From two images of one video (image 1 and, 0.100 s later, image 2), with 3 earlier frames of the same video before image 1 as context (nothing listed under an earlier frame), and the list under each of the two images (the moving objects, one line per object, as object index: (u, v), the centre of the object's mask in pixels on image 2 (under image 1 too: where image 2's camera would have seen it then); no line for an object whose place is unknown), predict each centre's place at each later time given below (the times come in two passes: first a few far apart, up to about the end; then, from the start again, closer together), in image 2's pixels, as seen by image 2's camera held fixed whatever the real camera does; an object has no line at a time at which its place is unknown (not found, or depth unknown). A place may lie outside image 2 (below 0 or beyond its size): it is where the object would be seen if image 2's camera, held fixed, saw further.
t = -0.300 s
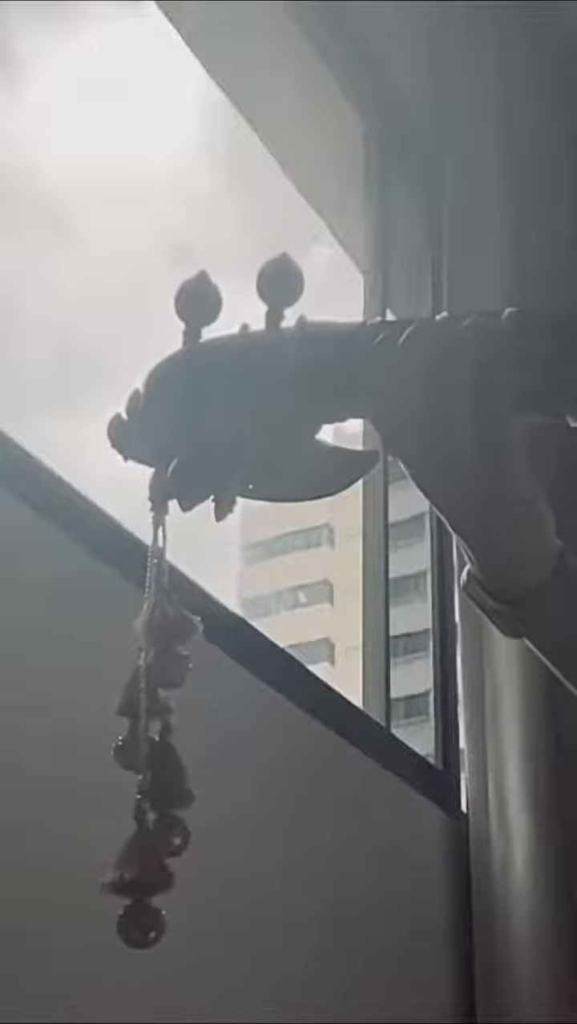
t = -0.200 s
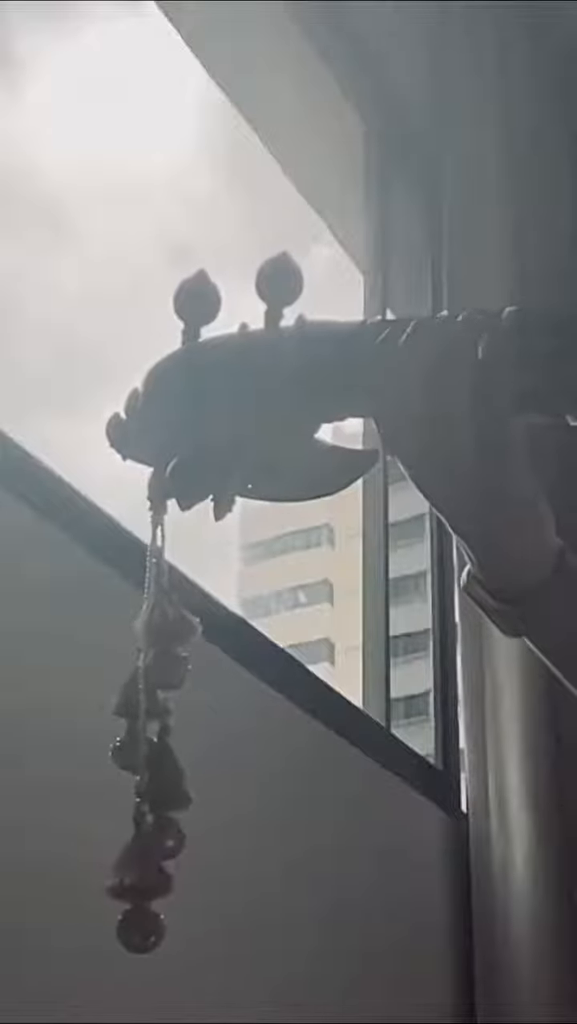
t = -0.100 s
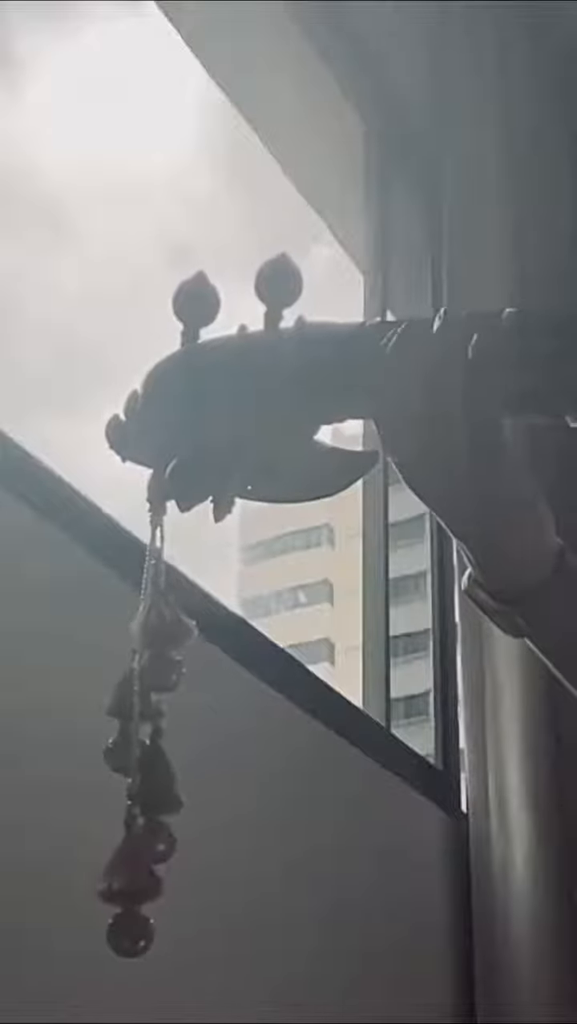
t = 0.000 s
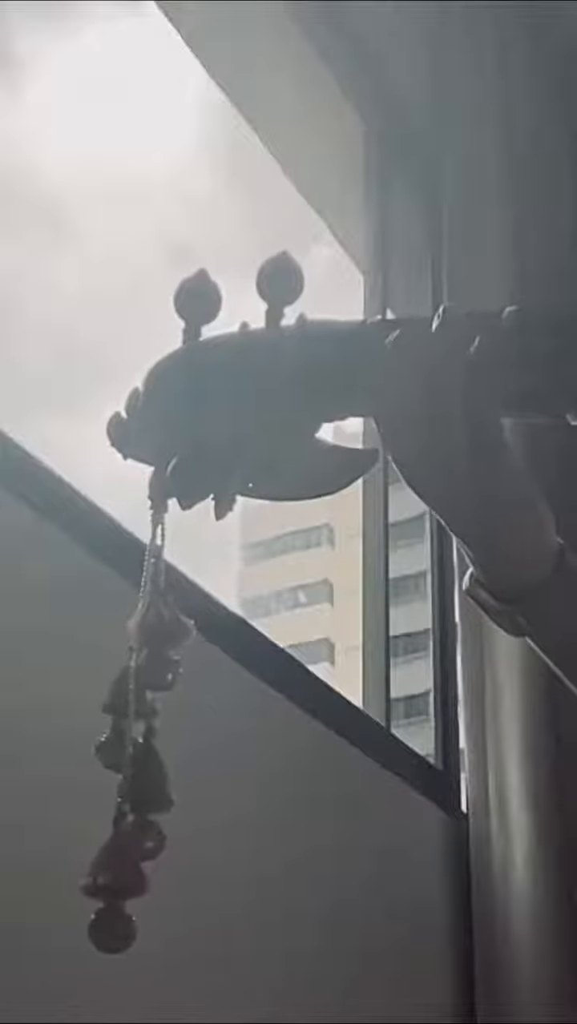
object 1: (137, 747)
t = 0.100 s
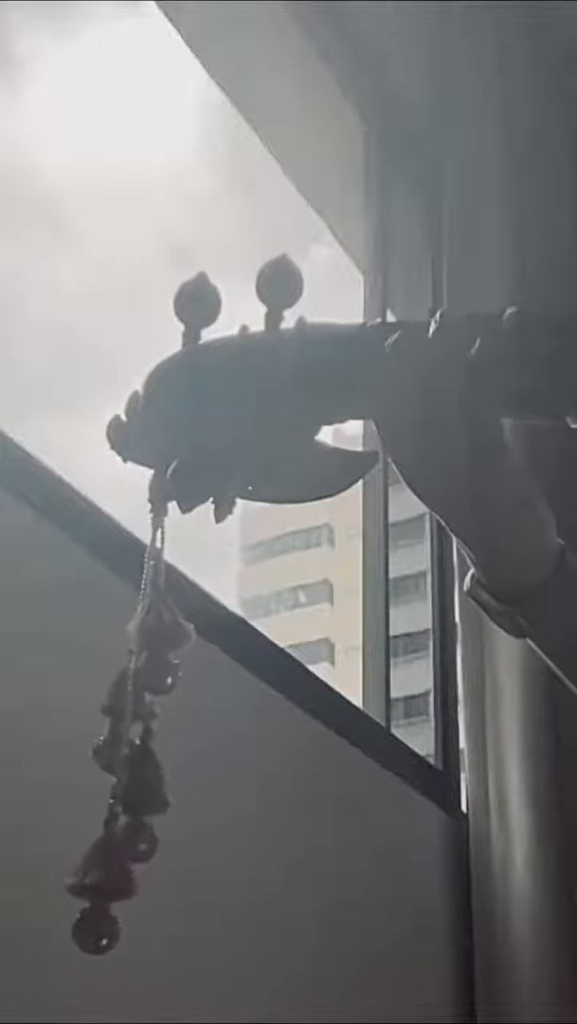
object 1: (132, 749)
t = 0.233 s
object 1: (131, 748)
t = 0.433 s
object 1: (145, 748)
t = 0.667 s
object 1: (155, 752)
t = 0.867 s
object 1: (148, 751)
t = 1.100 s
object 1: (137, 749)
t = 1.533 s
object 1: (151, 743)
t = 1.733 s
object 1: (147, 746)
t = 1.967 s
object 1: (136, 749)
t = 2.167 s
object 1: (140, 747)
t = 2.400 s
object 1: (151, 744)
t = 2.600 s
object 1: (144, 744)
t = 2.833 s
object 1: (134, 746)
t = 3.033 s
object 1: (142, 750)
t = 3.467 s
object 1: (156, 749)
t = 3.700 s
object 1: (132, 747)
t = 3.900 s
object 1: (135, 748)
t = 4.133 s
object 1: (157, 749)
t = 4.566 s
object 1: (137, 750)
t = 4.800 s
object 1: (137, 748)
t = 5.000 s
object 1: (152, 748)
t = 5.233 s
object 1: (154, 749)
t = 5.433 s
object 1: (139, 749)
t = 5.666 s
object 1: (136, 745)
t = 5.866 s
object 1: (148, 745)
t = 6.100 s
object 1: (151, 749)
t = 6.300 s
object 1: (139, 749)
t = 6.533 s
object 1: (137, 748)
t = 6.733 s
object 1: (149, 749)
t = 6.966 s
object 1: (151, 748)
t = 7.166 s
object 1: (140, 746)
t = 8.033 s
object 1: (139, 748)
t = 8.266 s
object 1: (134, 744)
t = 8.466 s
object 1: (144, 747)
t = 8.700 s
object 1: (153, 749)
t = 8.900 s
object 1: (144, 750)
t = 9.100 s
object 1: (135, 745)
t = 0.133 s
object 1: (131, 749)
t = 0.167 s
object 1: (131, 748)
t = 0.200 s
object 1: (131, 749)
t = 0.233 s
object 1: (131, 748)
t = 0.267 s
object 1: (133, 750)
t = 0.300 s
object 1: (136, 751)
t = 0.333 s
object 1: (140, 750)
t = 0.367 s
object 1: (143, 749)
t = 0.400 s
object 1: (145, 748)
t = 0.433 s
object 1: (145, 748)
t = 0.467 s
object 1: (146, 746)
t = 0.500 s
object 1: (149, 746)
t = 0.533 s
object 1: (152, 748)
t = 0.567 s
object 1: (153, 751)
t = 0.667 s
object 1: (155, 752)
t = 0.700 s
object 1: (155, 752)
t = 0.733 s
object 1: (154, 752)
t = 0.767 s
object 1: (153, 753)
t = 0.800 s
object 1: (152, 752)
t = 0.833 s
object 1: (150, 752)
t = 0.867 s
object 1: (148, 751)
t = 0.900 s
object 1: (145, 749)
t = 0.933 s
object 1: (142, 749)
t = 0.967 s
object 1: (139, 747)
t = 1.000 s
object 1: (138, 746)
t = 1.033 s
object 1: (136, 748)
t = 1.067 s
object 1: (136, 748)
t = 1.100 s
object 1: (137, 749)
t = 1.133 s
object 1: (137, 749)
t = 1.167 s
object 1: (138, 748)
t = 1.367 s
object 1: (145, 742)
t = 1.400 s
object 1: (147, 742)
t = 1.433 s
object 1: (149, 741)
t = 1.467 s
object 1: (149, 743)
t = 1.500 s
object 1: (150, 743)
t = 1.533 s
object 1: (151, 743)
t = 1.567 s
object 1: (151, 745)
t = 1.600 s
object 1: (150, 745)
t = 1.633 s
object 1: (150, 744)
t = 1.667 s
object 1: (149, 744)
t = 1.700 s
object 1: (148, 745)
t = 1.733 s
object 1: (147, 746)
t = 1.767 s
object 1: (145, 747)
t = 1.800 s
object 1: (143, 748)
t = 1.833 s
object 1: (141, 749)
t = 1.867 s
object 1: (140, 749)
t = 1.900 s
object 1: (138, 749)
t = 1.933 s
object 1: (137, 750)
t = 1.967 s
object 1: (136, 749)
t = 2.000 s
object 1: (137, 749)
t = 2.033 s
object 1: (138, 748)
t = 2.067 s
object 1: (138, 748)
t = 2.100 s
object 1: (139, 749)
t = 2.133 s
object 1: (139, 748)
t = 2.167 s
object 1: (140, 747)
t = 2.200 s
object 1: (141, 746)
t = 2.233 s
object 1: (144, 744)
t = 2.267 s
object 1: (146, 745)
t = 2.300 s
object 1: (148, 746)
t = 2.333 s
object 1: (150, 745)
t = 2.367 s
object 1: (151, 744)
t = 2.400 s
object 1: (151, 744)
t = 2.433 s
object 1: (151, 743)
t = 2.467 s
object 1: (151, 744)
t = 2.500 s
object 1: (150, 744)
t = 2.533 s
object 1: (149, 746)
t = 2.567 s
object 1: (147, 745)
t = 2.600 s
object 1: (144, 744)
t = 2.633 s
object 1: (142, 745)
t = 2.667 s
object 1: (140, 744)
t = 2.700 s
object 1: (139, 744)
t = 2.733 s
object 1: (138, 745)
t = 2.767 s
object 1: (136, 745)
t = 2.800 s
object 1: (135, 746)
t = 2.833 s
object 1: (134, 746)
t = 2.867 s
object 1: (134, 746)
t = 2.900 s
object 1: (133, 747)
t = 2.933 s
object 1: (134, 748)
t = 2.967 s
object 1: (136, 750)
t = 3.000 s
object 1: (139, 750)
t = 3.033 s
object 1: (142, 750)
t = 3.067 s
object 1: (146, 749)
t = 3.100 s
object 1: (148, 747)
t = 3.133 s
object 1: (149, 746)
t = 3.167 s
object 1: (151, 746)
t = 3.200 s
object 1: (153, 744)
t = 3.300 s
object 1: (159, 748)
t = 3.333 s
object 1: (160, 749)
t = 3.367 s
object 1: (161, 750)
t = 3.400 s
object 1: (160, 749)
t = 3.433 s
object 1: (158, 749)
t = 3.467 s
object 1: (156, 749)
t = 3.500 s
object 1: (152, 751)
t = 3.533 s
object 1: (148, 752)
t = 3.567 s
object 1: (144, 751)
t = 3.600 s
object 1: (141, 750)
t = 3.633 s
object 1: (137, 749)
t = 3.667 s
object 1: (134, 747)
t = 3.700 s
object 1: (132, 747)
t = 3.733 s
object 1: (131, 746)
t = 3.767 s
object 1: (130, 746)
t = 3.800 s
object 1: (130, 747)
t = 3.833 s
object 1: (131, 747)
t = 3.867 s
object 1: (133, 747)
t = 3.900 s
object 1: (135, 748)
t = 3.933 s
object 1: (138, 747)
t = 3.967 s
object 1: (142, 747)
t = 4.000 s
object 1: (145, 748)
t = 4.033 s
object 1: (149, 748)
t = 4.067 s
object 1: (152, 748)
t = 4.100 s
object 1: (155, 749)
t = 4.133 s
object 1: (157, 749)
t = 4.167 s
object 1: (158, 750)
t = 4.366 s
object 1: (153, 749)
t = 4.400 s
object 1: (151, 748)
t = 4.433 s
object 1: (149, 748)
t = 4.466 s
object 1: (146, 750)
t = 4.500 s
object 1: (143, 751)
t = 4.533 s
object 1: (140, 752)
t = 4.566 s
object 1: (137, 750)
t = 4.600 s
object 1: (134, 750)
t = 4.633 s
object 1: (133, 748)
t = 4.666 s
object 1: (132, 746)
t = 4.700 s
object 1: (132, 746)
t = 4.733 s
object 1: (133, 746)
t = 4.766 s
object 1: (135, 746)
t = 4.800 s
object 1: (137, 748)
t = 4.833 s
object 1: (139, 748)
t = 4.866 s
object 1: (142, 747)
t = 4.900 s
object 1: (144, 748)
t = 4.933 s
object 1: (147, 747)
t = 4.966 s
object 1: (149, 748)
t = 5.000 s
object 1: (152, 748)
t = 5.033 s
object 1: (155, 748)
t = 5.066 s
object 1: (156, 748)
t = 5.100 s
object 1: (157, 747)
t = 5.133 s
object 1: (157, 748)
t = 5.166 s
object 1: (156, 749)
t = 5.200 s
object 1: (155, 749)
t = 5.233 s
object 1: (154, 749)
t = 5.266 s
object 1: (152, 749)
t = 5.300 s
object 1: (150, 750)
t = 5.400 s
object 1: (141, 747)
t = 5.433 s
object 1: (139, 749)
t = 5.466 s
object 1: (137, 748)
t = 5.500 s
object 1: (136, 748)
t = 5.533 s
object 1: (135, 748)
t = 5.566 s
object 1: (135, 746)
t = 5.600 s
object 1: (135, 745)
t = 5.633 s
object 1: (135, 746)
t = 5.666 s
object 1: (136, 745)
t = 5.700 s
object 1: (138, 746)
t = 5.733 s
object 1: (140, 747)
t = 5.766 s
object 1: (142, 746)
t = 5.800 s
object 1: (145, 745)
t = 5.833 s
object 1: (147, 745)
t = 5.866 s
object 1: (148, 745)
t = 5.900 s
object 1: (149, 746)
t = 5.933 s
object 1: (151, 746)
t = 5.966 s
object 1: (152, 748)
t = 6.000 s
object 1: (152, 748)
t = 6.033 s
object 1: (153, 749)
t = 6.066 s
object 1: (152, 750)
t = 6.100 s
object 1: (151, 749)
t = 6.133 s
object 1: (150, 749)
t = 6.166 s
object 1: (148, 751)
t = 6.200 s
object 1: (146, 750)
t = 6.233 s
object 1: (144, 751)
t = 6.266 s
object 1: (142, 750)
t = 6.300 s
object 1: (139, 749)
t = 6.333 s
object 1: (138, 749)
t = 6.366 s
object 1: (136, 749)
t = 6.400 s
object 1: (136, 748)
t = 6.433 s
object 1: (136, 748)
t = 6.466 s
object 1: (136, 748)
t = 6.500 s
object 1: (136, 748)
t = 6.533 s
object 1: (137, 748)
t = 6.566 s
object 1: (138, 747)
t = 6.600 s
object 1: (140, 746)
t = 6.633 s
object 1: (142, 746)
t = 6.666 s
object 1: (144, 747)
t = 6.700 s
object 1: (146, 749)
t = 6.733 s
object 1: (149, 749)
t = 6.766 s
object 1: (150, 747)
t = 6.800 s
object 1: (150, 747)
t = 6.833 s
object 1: (150, 747)
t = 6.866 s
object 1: (151, 748)
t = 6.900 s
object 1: (151, 747)
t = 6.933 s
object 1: (151, 748)
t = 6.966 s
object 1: (151, 748)
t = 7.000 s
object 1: (150, 749)
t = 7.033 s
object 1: (148, 749)
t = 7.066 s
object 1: (144, 747)
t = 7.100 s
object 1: (142, 747)
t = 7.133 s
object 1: (140, 746)
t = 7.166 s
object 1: (140, 746)
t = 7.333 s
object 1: (141, 749)
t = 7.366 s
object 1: (141, 749)
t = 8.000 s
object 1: (143, 748)
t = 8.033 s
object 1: (139, 748)
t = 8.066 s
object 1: (137, 749)
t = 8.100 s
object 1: (134, 750)
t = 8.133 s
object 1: (132, 750)
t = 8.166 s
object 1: (132, 749)
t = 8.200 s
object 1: (131, 748)
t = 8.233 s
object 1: (133, 746)
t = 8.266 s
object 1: (134, 744)
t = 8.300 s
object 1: (135, 744)
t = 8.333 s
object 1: (137, 744)
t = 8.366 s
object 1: (138, 745)
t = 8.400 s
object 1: (140, 747)
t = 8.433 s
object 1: (143, 746)
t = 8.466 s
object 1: (144, 747)
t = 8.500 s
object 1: (147, 746)
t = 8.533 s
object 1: (149, 746)
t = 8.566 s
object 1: (151, 745)
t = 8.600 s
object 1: (153, 747)
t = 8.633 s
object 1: (153, 748)
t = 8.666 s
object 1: (153, 748)
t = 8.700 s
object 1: (153, 749)
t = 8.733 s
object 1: (151, 749)
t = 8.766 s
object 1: (149, 749)
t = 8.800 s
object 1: (147, 751)
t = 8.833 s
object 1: (146, 750)
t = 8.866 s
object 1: (145, 751)
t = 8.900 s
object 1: (144, 750)
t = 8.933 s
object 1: (142, 751)
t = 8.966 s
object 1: (140, 751)
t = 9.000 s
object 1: (137, 750)
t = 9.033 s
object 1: (136, 747)
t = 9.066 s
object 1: (135, 747)
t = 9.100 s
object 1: (135, 745)
